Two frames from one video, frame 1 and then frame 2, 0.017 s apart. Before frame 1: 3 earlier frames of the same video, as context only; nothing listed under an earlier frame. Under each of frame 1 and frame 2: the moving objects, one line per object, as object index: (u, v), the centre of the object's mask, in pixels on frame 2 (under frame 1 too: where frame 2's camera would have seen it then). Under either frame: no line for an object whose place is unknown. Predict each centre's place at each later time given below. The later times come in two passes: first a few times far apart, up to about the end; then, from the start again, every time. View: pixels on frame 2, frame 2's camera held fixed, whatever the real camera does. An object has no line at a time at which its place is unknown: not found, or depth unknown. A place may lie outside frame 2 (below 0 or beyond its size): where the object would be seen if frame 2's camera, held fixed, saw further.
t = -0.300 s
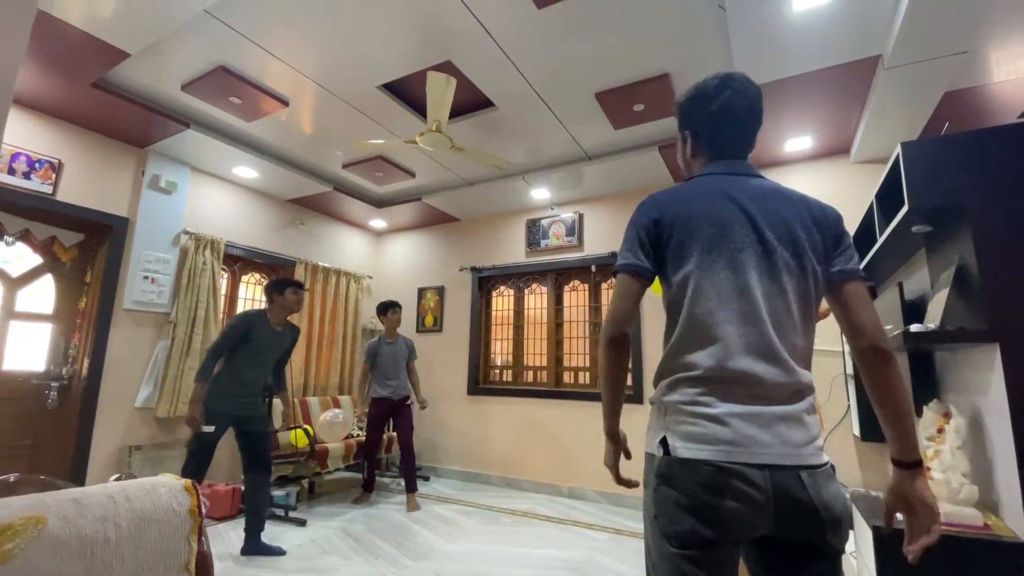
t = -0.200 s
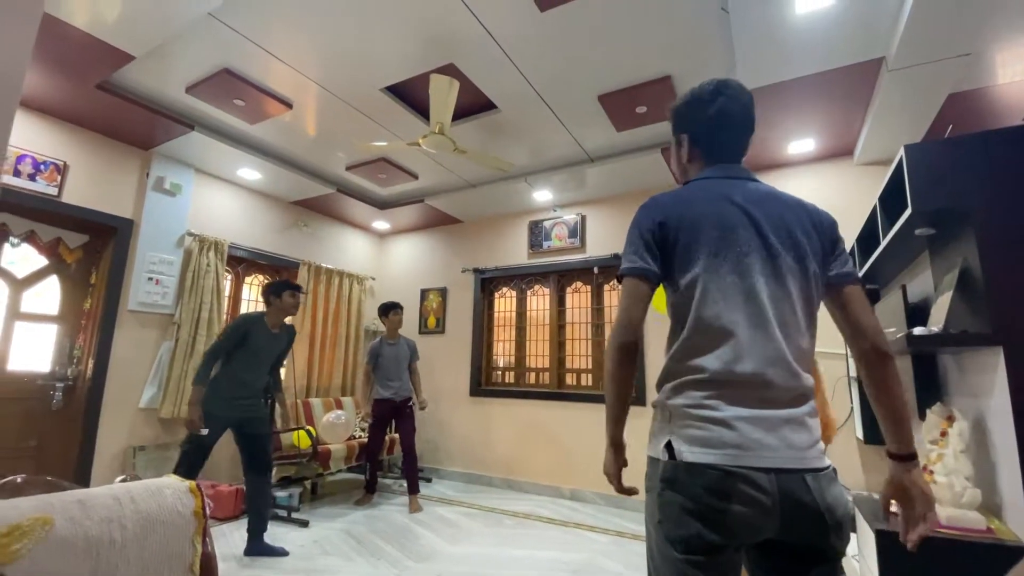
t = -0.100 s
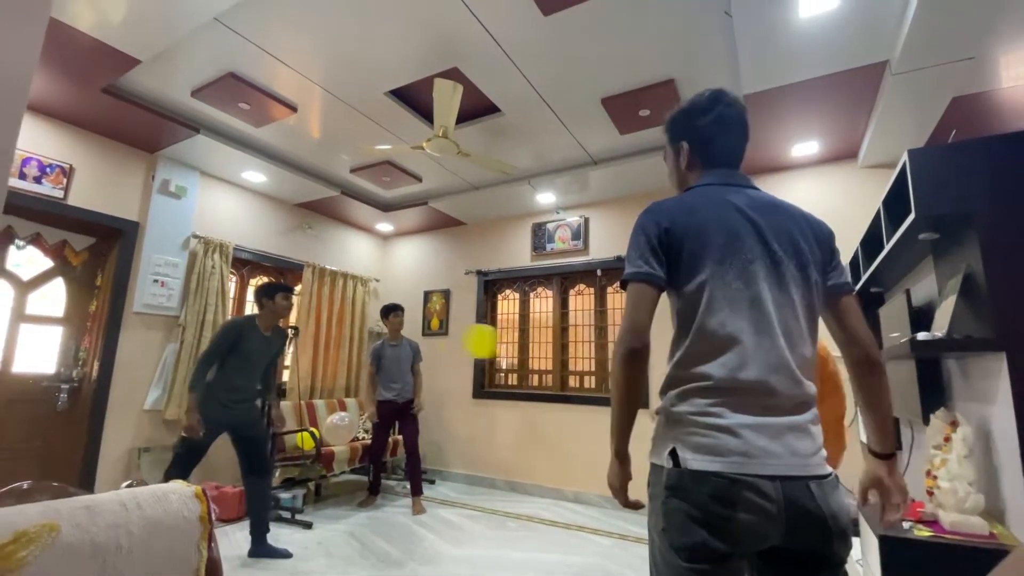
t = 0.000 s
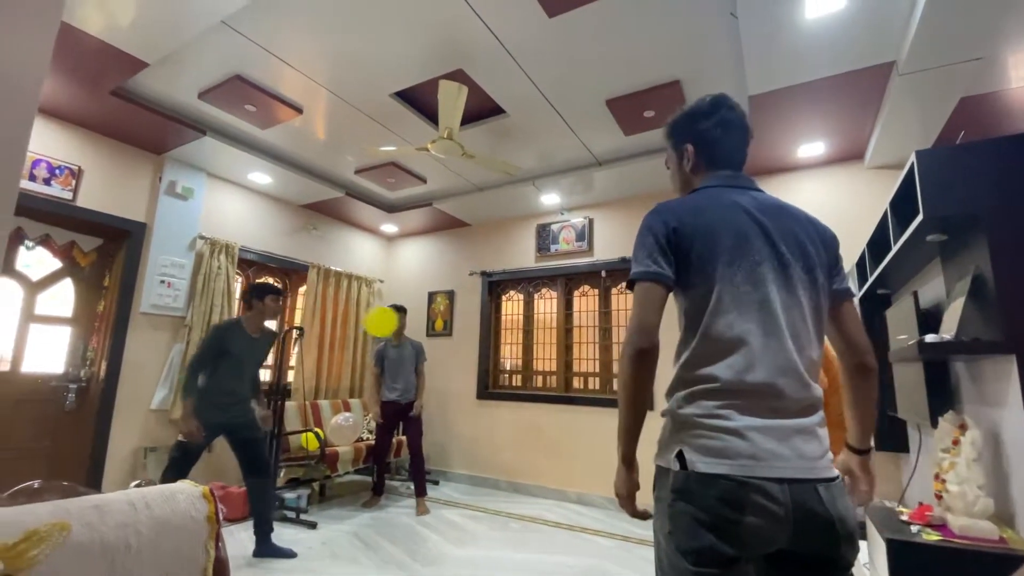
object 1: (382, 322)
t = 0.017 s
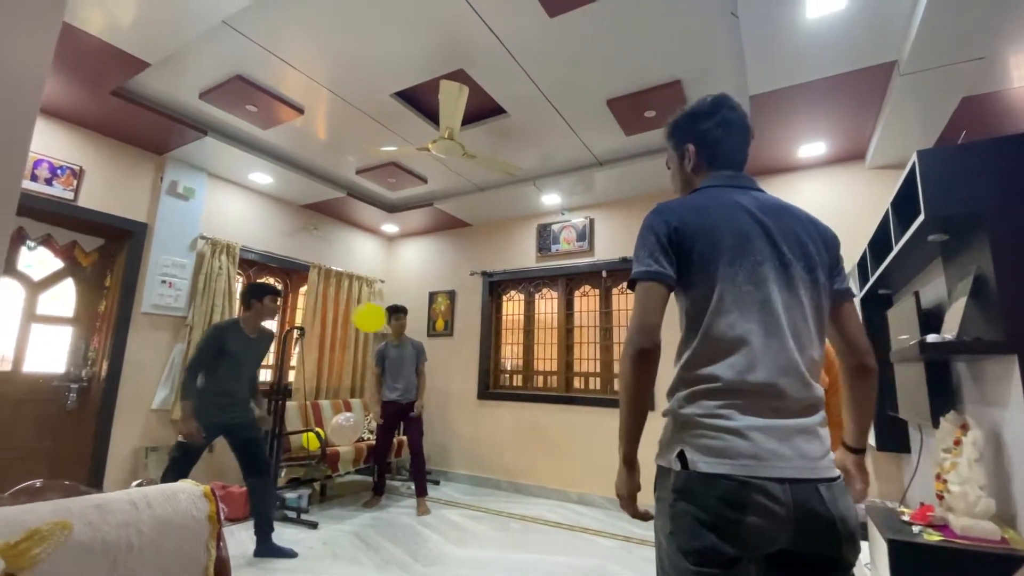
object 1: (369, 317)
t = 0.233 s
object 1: (306, 277)
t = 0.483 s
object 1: (277, 252)
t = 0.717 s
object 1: (264, 237)
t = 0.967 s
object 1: (270, 224)
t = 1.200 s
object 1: (273, 223)
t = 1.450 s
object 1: (276, 230)
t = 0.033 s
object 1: (359, 313)
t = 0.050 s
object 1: (351, 309)
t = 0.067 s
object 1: (345, 305)
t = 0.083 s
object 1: (339, 301)
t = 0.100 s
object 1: (335, 298)
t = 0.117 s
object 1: (331, 295)
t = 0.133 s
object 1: (326, 292)
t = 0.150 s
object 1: (323, 290)
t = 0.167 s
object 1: (318, 287)
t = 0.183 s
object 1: (314, 284)
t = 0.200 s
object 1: (311, 281)
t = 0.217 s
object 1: (309, 279)
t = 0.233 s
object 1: (306, 277)
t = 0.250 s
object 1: (303, 275)
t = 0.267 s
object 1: (300, 273)
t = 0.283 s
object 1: (298, 271)
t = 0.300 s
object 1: (296, 268)
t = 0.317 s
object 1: (293, 267)
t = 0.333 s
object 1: (292, 264)
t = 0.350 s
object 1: (290, 263)
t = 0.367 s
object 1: (288, 261)
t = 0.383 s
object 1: (286, 260)
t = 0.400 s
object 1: (284, 258)
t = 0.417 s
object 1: (283, 257)
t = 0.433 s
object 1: (281, 256)
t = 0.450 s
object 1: (280, 254)
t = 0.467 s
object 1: (279, 253)
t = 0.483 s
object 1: (277, 252)
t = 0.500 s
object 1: (276, 251)
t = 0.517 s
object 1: (274, 249)
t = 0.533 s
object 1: (272, 248)
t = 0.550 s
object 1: (271, 247)
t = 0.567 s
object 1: (269, 247)
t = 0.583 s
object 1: (268, 246)
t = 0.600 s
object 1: (267, 245)
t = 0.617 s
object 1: (266, 244)
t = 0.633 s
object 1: (265, 243)
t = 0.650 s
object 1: (264, 243)
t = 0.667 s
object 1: (264, 241)
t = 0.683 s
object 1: (264, 239)
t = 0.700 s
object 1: (264, 238)
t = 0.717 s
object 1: (264, 237)
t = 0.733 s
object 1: (264, 235)
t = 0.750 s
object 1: (264, 235)
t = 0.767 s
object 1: (266, 233)
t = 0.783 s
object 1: (266, 232)
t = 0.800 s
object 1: (266, 231)
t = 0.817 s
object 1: (266, 230)
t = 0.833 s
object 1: (267, 228)
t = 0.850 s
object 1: (268, 227)
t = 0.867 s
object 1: (268, 227)
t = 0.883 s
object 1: (268, 226)
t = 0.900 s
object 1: (269, 226)
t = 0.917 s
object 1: (269, 225)
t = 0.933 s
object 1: (269, 225)
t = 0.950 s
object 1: (270, 224)
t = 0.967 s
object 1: (270, 224)
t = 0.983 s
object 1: (271, 223)
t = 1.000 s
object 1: (271, 223)
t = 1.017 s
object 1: (271, 223)
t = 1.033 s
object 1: (271, 223)
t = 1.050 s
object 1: (272, 223)
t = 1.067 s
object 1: (272, 223)
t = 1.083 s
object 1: (271, 223)
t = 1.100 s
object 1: (272, 223)
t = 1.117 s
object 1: (272, 223)
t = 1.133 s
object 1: (272, 223)
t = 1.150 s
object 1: (272, 223)
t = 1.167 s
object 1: (273, 223)
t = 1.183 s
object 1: (273, 223)
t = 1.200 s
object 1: (273, 223)
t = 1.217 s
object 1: (273, 223)
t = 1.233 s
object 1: (273, 224)
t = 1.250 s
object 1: (274, 224)
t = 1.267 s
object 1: (274, 224)
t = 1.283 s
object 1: (274, 225)
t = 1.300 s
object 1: (274, 225)
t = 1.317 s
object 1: (274, 225)
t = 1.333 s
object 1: (274, 226)
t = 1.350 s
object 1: (275, 227)
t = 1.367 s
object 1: (275, 227)
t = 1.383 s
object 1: (275, 228)
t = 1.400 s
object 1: (275, 228)
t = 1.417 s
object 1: (276, 229)
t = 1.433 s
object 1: (276, 229)
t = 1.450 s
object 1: (276, 230)
